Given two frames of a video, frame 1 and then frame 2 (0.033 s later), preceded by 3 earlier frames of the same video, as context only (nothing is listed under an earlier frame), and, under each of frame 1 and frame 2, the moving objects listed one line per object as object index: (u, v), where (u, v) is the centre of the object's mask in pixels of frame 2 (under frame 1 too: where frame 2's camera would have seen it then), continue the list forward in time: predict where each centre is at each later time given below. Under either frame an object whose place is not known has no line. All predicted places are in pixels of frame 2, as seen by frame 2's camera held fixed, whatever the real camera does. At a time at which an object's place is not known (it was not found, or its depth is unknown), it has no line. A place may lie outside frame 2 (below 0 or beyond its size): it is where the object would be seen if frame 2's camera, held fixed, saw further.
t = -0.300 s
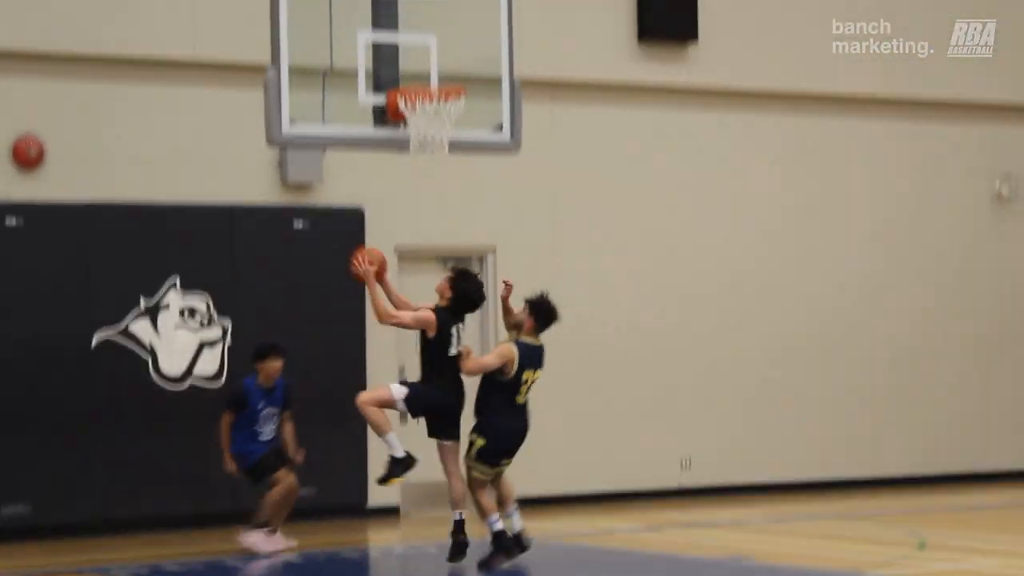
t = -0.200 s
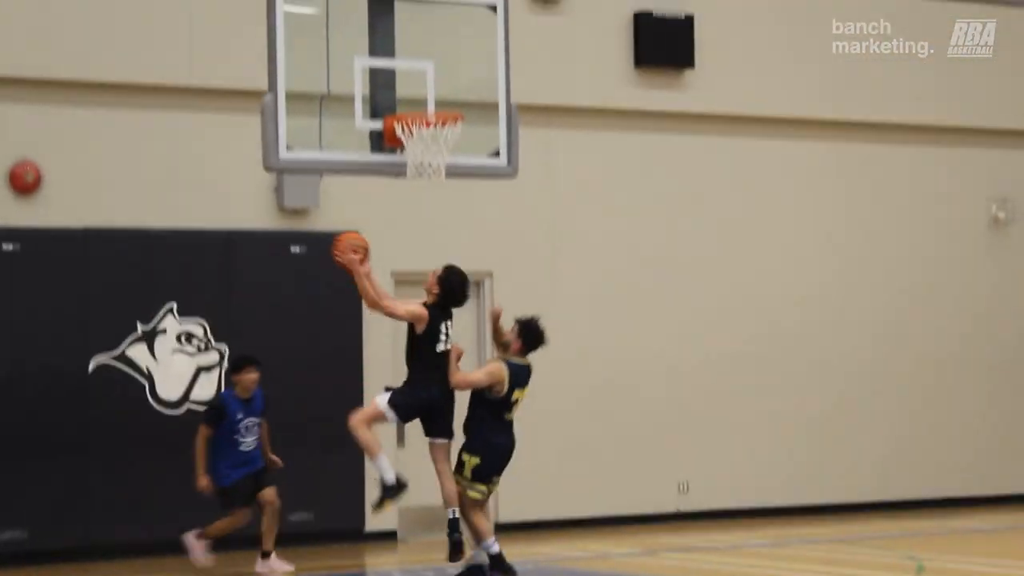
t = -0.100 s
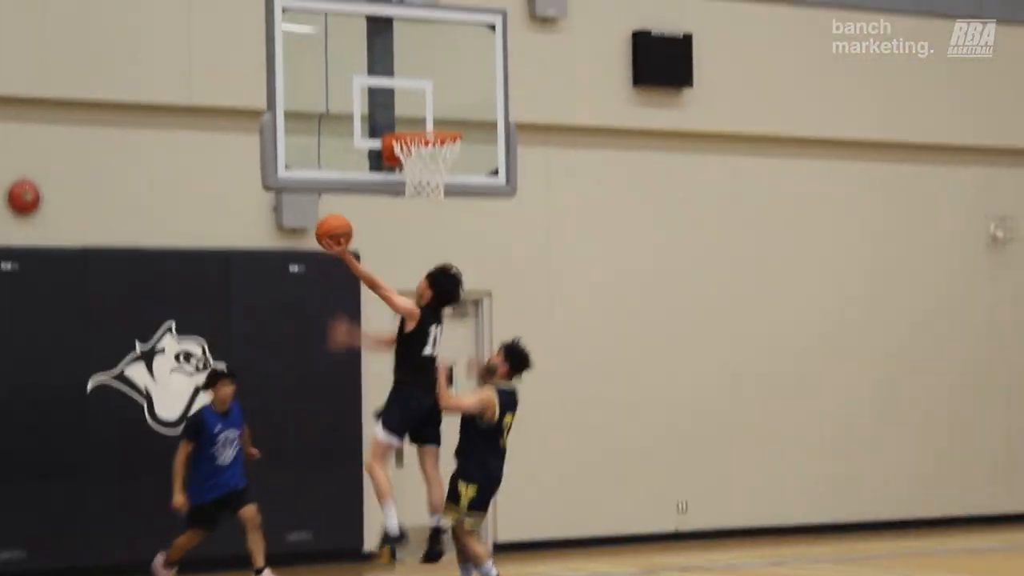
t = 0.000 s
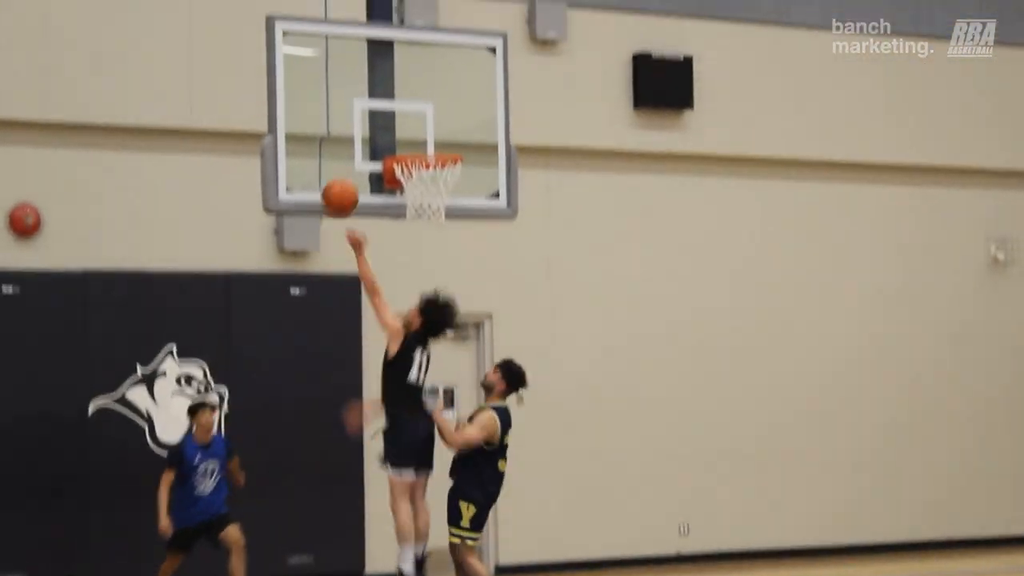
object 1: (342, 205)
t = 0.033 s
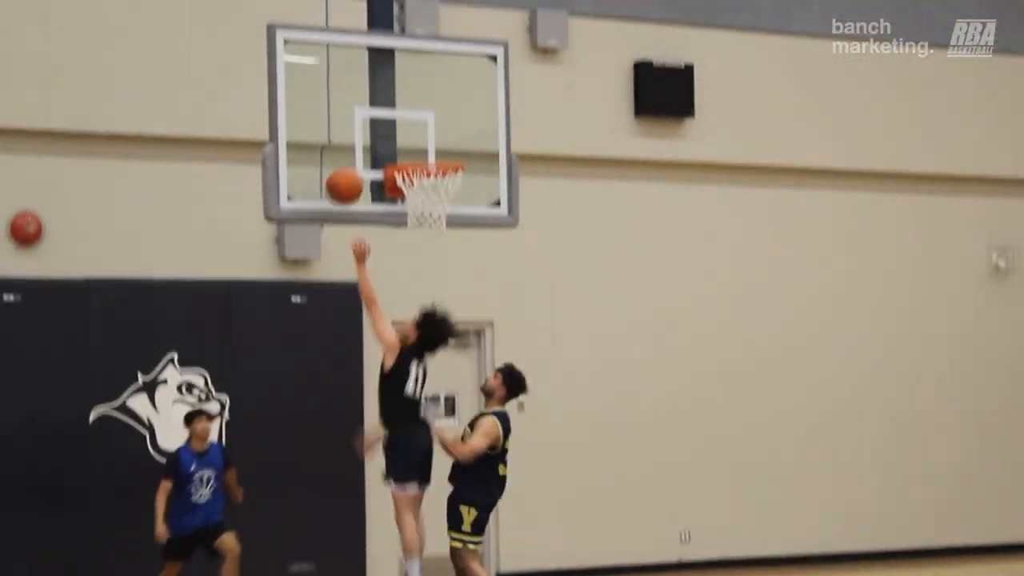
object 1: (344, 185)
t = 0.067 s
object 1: (346, 169)
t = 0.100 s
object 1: (349, 154)
